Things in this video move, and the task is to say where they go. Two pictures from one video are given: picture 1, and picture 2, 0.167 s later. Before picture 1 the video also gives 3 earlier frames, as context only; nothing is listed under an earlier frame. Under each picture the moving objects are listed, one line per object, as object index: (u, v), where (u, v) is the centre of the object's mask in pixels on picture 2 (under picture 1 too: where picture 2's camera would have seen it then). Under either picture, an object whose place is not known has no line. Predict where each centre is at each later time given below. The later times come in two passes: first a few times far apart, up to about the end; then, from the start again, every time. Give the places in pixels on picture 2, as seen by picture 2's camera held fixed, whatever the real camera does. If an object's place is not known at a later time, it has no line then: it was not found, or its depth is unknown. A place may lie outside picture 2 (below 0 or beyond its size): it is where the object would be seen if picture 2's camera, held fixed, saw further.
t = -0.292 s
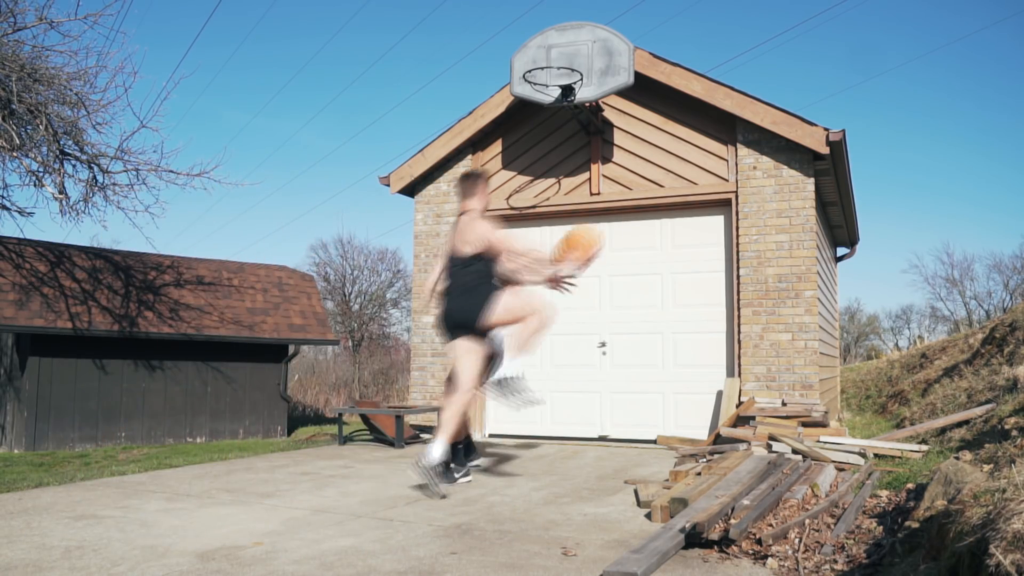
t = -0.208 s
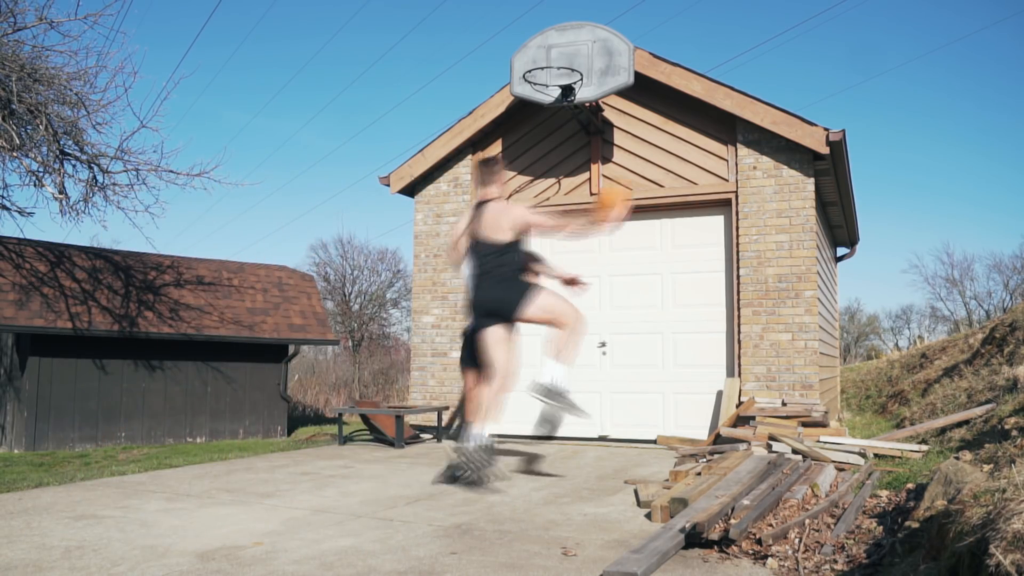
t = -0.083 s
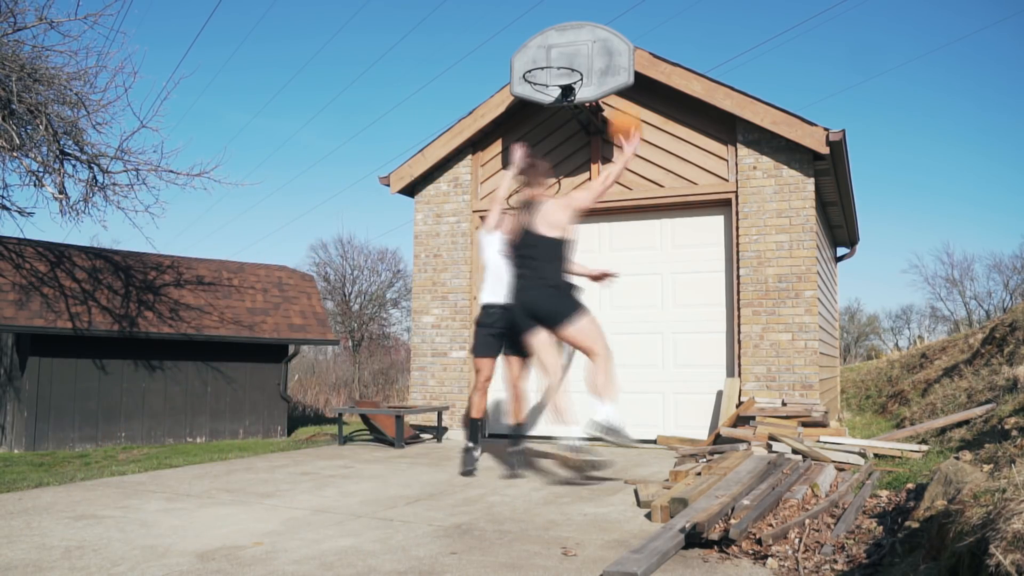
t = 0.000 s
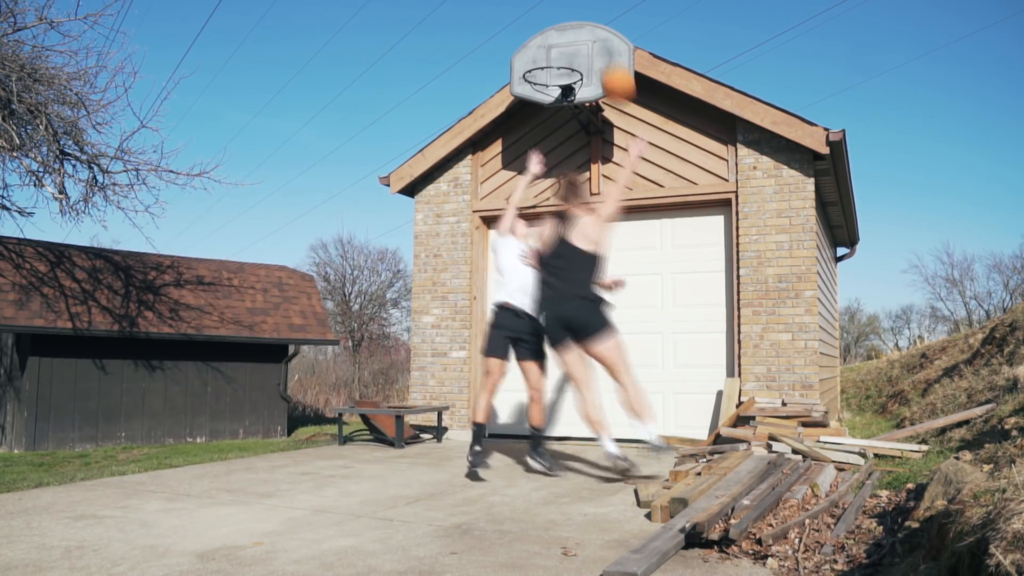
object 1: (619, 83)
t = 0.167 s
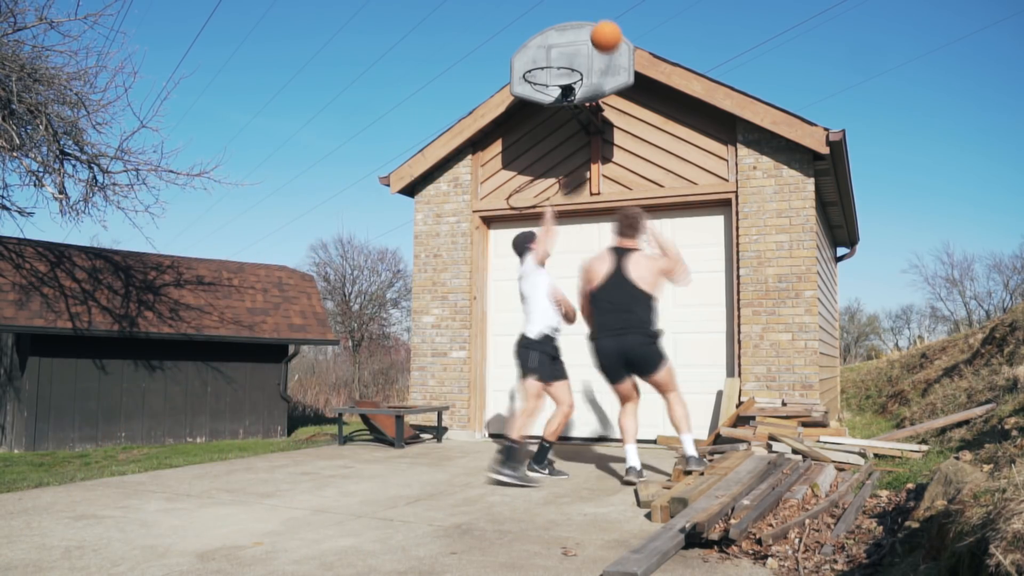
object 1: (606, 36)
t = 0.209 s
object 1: (603, 30)
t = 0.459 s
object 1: (578, 28)
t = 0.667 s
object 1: (546, 64)
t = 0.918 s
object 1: (565, 103)
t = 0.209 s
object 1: (603, 30)
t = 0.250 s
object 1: (601, 27)
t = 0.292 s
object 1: (598, 26)
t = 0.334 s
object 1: (596, 27)
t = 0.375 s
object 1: (591, 27)
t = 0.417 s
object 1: (584, 26)
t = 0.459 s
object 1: (578, 28)
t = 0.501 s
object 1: (572, 31)
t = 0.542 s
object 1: (566, 37)
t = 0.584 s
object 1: (559, 45)
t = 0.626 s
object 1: (553, 53)
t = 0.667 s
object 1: (546, 64)
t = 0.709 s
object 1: (542, 74)
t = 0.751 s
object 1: (544, 74)
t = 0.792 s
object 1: (547, 76)
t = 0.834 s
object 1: (553, 82)
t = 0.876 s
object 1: (558, 91)
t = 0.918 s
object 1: (565, 103)
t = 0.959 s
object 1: (569, 115)
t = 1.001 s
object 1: (575, 128)
